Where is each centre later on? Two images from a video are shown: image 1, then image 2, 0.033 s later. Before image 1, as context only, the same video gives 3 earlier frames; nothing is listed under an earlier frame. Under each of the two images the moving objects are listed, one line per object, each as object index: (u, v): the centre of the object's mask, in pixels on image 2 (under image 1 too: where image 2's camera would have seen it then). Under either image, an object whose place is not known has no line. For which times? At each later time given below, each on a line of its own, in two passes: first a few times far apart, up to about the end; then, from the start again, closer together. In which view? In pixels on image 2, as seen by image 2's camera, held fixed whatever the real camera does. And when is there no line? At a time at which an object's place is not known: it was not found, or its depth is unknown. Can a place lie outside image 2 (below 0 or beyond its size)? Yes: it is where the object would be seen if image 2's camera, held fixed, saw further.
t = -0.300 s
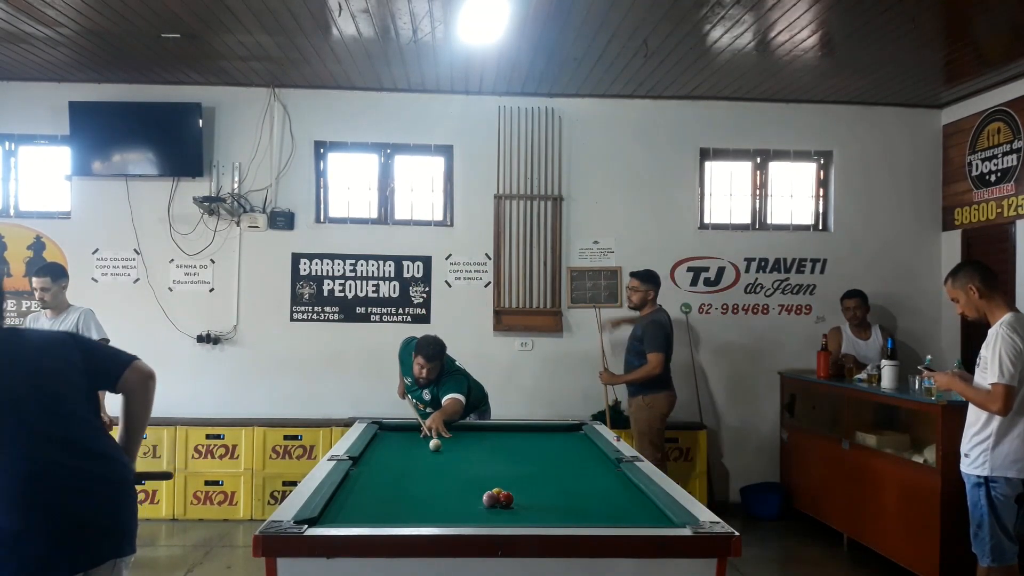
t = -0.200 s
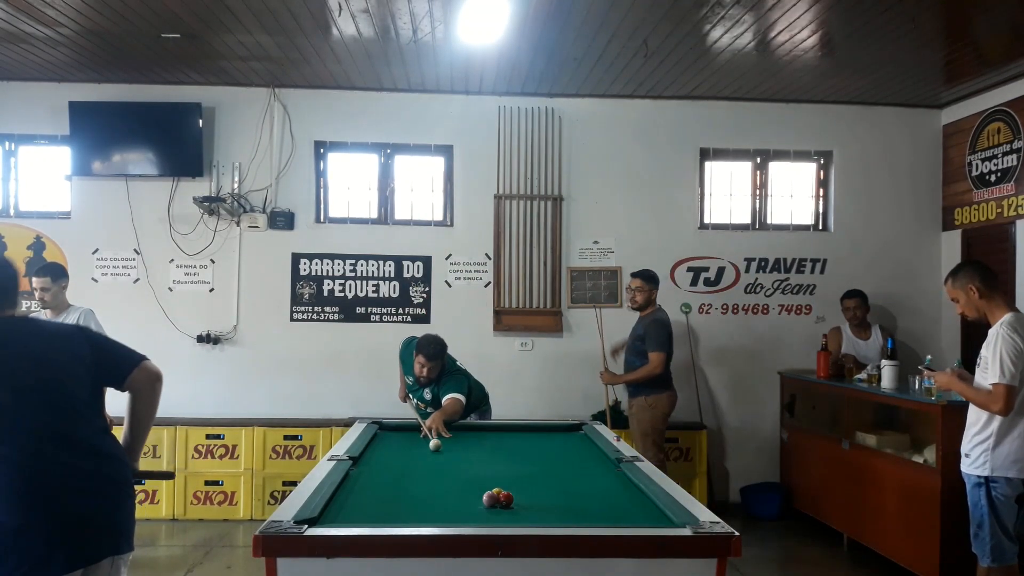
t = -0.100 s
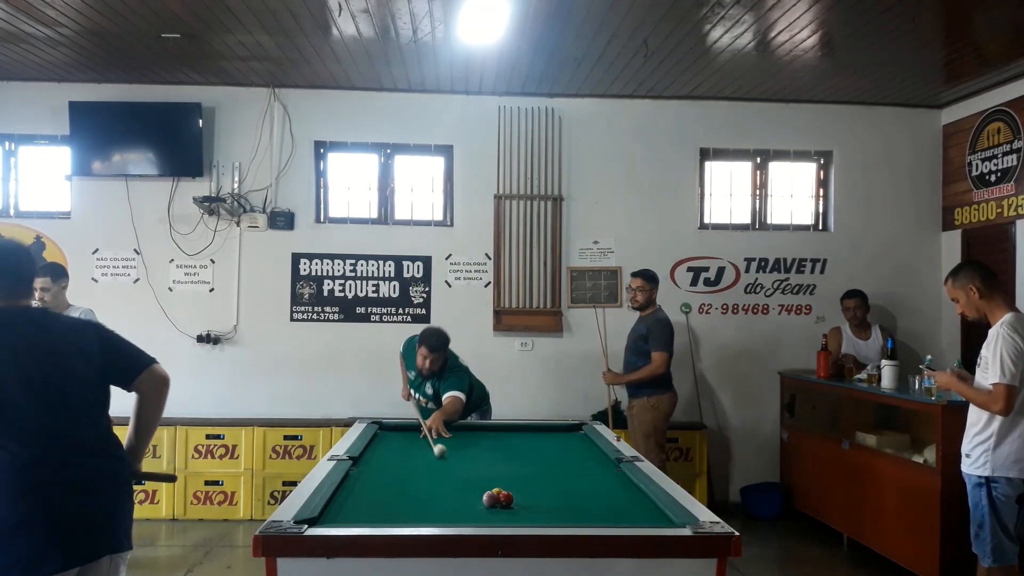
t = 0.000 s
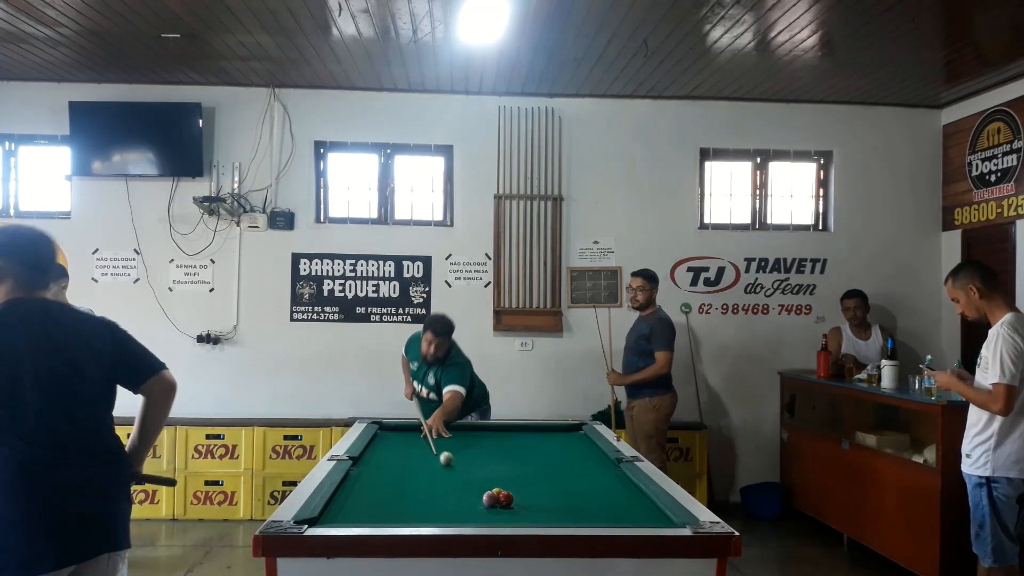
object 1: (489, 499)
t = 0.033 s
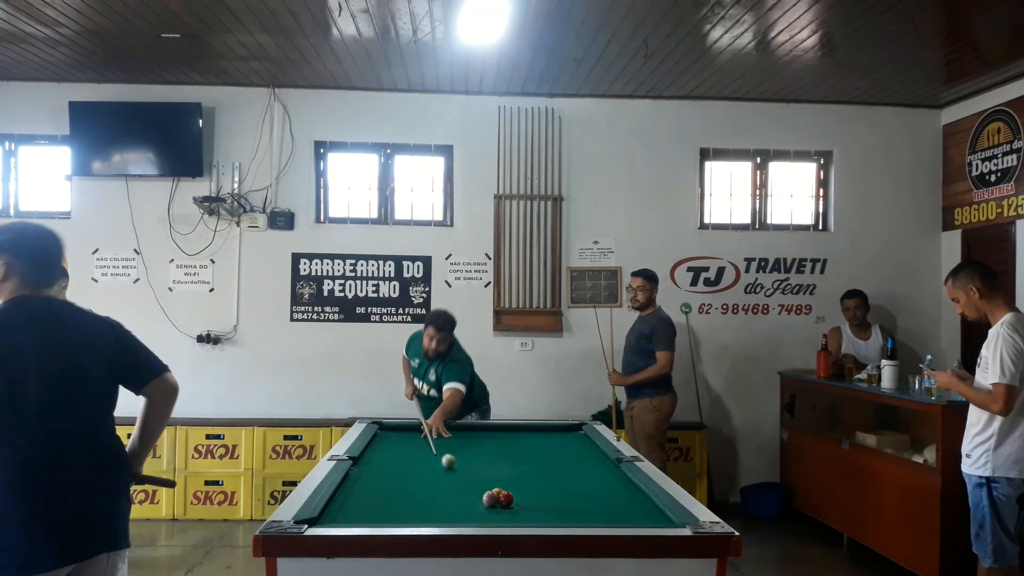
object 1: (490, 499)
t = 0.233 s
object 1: (489, 499)
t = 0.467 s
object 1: (489, 501)
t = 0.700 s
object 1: (485, 506)
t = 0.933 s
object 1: (482, 510)
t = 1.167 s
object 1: (478, 515)
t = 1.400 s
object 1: (475, 517)
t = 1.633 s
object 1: (471, 519)
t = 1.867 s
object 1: (468, 520)
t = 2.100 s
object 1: (466, 519)
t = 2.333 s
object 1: (464, 518)
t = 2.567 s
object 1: (463, 518)
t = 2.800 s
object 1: (463, 518)
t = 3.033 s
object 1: (463, 518)
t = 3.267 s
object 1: (463, 518)
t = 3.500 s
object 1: (463, 518)
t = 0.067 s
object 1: (490, 499)
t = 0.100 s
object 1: (490, 499)
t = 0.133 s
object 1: (490, 499)
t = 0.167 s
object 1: (490, 499)
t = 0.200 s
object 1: (489, 499)
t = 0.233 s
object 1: (489, 499)
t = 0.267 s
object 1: (489, 499)
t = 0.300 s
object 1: (489, 499)
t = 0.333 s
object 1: (490, 499)
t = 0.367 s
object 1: (490, 499)
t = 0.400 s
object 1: (490, 499)
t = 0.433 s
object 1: (490, 500)
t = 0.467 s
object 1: (489, 501)
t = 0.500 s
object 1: (489, 501)
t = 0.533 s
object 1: (488, 502)
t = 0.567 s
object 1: (487, 503)
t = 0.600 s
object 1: (487, 504)
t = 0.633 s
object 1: (486, 504)
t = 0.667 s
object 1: (486, 505)
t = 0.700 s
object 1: (485, 506)
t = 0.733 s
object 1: (485, 507)
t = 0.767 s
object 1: (484, 507)
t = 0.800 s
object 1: (484, 508)
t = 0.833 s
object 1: (483, 509)
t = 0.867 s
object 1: (483, 509)
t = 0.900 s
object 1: (482, 510)
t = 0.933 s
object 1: (482, 510)
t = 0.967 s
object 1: (481, 511)
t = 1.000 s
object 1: (481, 512)
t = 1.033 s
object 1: (480, 512)
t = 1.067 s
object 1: (480, 513)
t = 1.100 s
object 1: (479, 514)
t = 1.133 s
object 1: (479, 514)
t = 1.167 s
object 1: (478, 515)
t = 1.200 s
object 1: (478, 515)
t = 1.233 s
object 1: (477, 516)
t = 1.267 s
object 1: (476, 516)
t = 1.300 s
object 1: (476, 516)
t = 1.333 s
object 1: (476, 517)
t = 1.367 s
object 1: (475, 517)
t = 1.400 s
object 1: (475, 517)
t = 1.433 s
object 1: (474, 518)
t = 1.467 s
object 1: (474, 518)
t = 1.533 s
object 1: (472, 519)
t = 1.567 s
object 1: (472, 519)
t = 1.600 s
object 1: (471, 519)
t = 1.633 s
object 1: (471, 519)
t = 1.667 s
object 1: (470, 520)
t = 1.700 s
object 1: (470, 520)
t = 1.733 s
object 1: (469, 520)
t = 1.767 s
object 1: (469, 520)
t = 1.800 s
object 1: (468, 520)
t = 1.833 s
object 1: (468, 520)
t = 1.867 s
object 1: (468, 520)
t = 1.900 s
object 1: (468, 520)
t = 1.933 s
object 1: (468, 520)
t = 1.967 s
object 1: (467, 520)
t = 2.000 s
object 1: (467, 519)
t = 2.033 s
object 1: (467, 519)
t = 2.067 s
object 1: (467, 519)
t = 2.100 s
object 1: (466, 519)
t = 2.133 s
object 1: (466, 519)
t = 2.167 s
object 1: (466, 519)
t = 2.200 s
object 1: (465, 519)
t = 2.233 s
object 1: (464, 519)
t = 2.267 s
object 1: (464, 518)
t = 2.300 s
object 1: (464, 518)
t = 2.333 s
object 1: (464, 518)
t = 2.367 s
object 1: (464, 518)
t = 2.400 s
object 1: (464, 518)
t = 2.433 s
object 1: (464, 518)
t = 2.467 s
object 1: (463, 519)
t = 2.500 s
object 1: (463, 518)
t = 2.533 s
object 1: (463, 519)
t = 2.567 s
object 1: (463, 518)
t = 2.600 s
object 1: (463, 518)
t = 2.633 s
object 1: (463, 518)
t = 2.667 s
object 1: (463, 518)
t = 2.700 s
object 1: (463, 518)
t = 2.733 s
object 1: (463, 518)
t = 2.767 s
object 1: (463, 518)
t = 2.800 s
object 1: (463, 518)
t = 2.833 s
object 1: (463, 518)
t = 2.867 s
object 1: (463, 518)
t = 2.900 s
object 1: (463, 518)
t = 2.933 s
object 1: (463, 518)
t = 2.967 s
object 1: (463, 518)
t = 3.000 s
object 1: (463, 518)
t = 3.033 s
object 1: (463, 518)
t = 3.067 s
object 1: (463, 518)
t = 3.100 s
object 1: (463, 518)
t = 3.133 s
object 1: (463, 518)
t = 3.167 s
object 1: (463, 518)
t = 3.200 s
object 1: (463, 518)
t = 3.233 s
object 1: (463, 518)
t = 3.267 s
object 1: (463, 518)
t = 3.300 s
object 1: (463, 518)
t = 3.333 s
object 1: (463, 518)
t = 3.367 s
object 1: (463, 518)
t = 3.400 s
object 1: (463, 518)
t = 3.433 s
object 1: (463, 518)
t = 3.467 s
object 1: (463, 518)
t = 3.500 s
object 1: (463, 518)
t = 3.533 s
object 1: (463, 518)
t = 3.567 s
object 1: (463, 518)
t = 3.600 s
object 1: (463, 518)
